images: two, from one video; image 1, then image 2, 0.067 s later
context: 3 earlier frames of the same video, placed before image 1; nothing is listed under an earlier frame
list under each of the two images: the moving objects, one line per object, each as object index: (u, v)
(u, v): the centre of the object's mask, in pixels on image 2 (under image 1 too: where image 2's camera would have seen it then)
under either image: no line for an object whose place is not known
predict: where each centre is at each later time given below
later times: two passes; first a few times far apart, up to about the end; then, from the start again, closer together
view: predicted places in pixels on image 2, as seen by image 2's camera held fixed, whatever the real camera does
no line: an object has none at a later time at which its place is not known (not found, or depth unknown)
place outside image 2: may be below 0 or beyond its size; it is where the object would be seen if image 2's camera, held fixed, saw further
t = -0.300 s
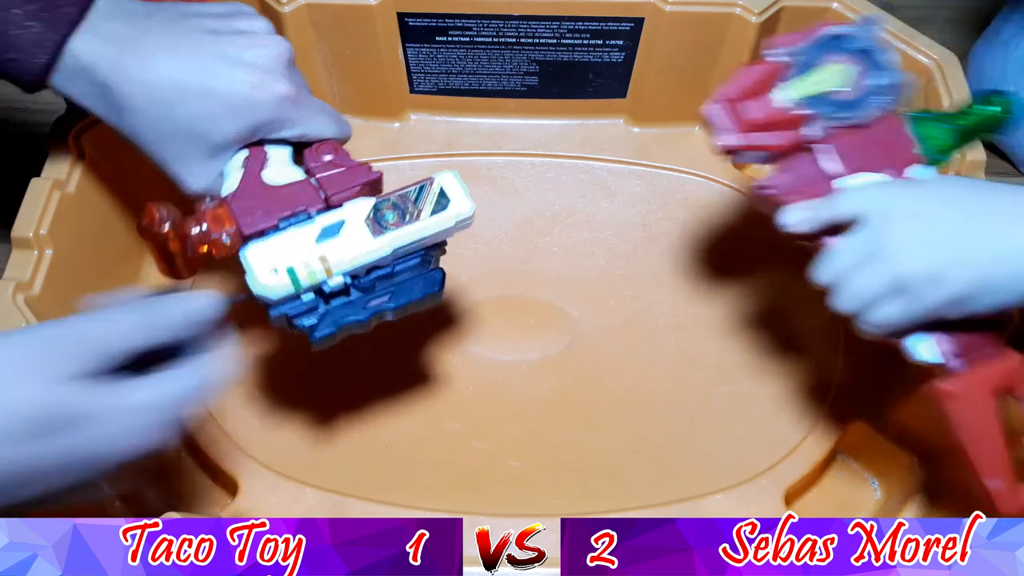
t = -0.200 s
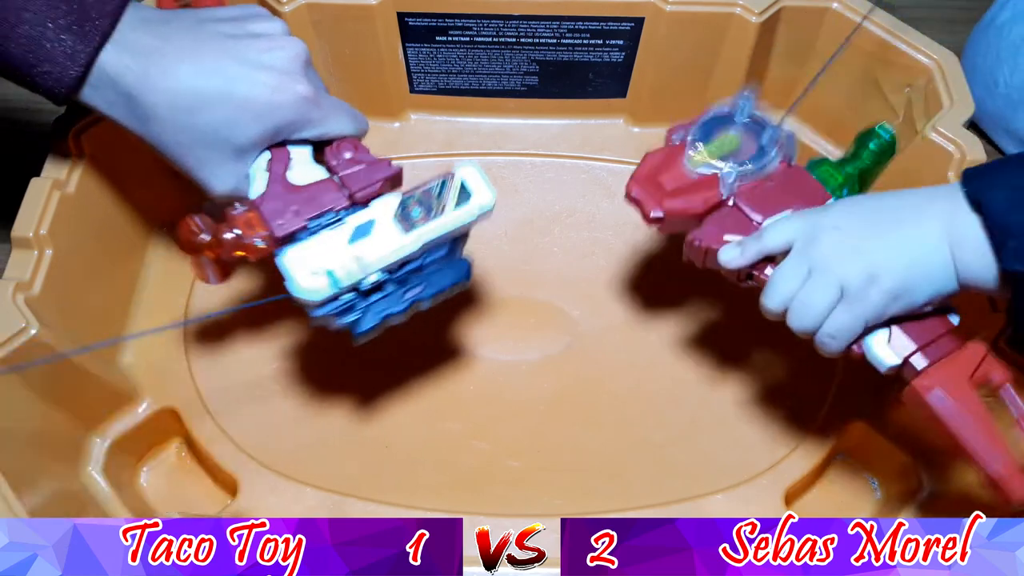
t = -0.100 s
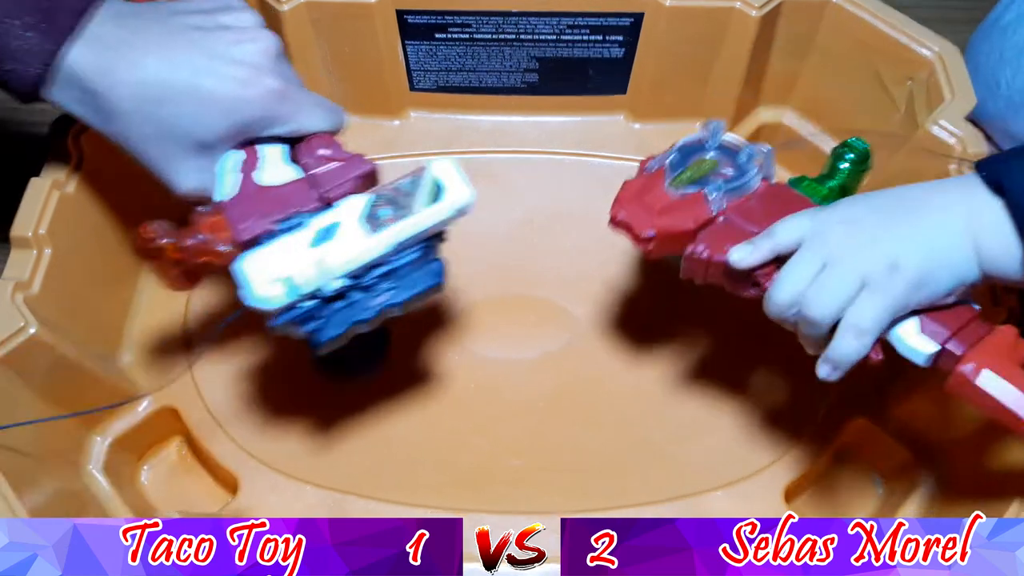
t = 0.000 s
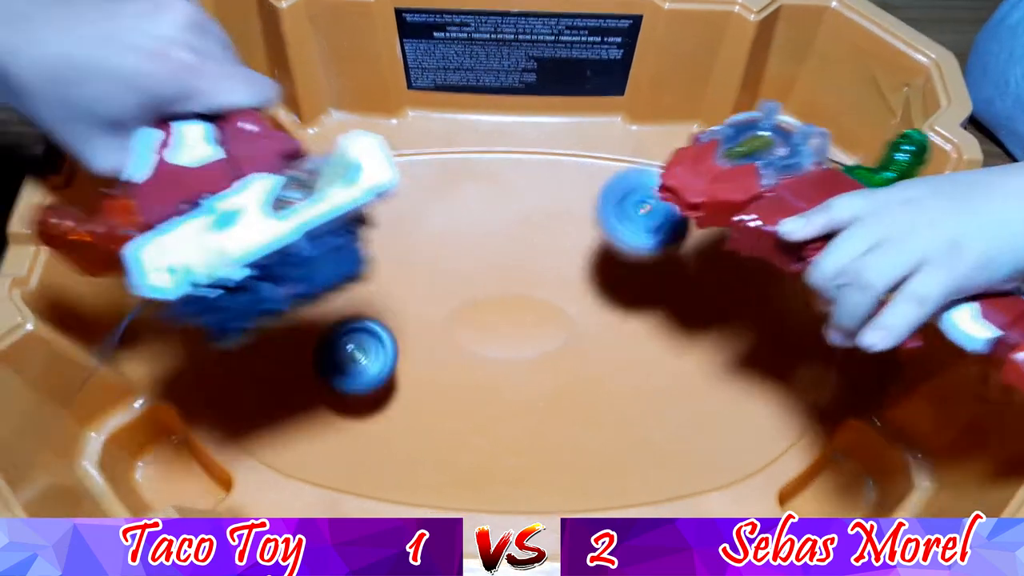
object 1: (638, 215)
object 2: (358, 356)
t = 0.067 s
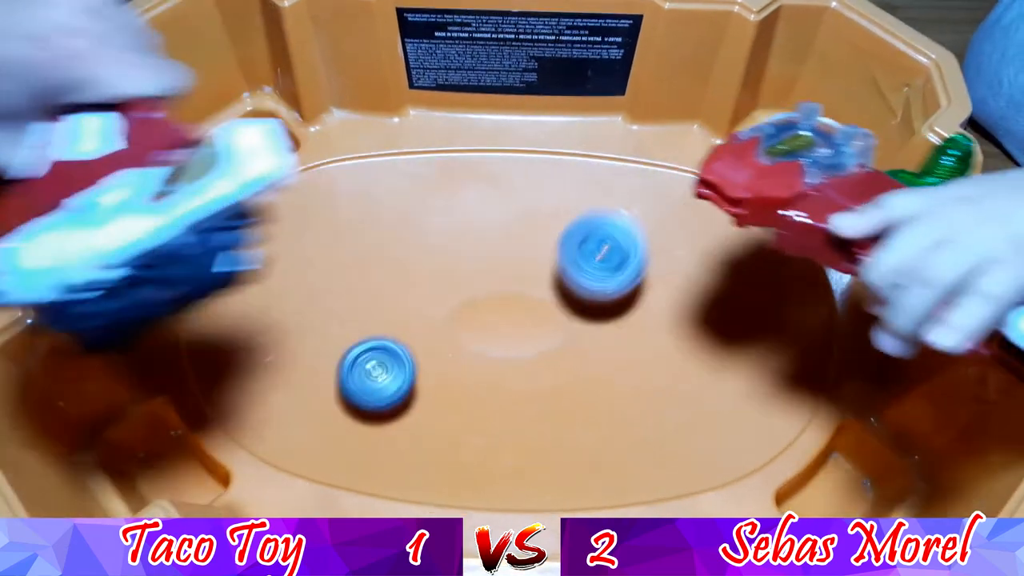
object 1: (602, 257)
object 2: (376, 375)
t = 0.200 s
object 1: (523, 267)
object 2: (449, 370)
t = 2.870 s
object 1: (646, 164)
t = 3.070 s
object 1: (517, 169)
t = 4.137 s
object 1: (668, 178)
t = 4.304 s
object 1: (581, 150)
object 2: (447, 335)
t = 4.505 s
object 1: (433, 215)
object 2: (455, 314)
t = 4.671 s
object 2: (439, 304)
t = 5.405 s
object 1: (684, 206)
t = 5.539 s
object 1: (621, 165)
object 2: (456, 288)
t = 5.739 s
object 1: (473, 197)
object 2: (467, 281)
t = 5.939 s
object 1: (339, 206)
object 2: (497, 370)
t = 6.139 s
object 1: (320, 310)
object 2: (554, 389)
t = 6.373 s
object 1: (500, 388)
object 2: (611, 375)
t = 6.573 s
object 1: (534, 351)
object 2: (753, 317)
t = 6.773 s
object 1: (546, 299)
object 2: (749, 269)
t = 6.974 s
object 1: (545, 263)
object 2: (678, 253)
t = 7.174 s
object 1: (502, 239)
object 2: (599, 262)
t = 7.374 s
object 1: (439, 254)
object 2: (540, 292)
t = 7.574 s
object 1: (446, 300)
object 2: (532, 315)
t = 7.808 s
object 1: (404, 306)
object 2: (621, 349)
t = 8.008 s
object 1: (455, 324)
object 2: (604, 329)
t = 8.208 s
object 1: (490, 304)
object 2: (577, 311)
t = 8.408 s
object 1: (477, 266)
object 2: (571, 302)
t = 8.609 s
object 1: (473, 256)
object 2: (569, 298)
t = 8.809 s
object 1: (476, 269)
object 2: (563, 287)
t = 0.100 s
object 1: (583, 263)
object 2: (392, 370)
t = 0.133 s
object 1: (564, 258)
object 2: (411, 374)
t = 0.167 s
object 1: (544, 256)
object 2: (431, 373)
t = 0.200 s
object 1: (523, 267)
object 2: (449, 370)
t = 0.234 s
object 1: (505, 268)
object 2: (469, 366)
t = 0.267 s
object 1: (489, 263)
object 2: (490, 362)
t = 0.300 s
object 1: (474, 266)
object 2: (508, 356)
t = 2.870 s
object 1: (646, 164)
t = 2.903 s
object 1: (629, 156)
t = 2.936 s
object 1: (609, 152)
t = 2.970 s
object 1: (588, 152)
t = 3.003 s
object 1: (565, 155)
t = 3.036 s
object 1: (542, 160)
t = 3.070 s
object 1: (517, 169)
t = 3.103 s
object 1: (491, 179)
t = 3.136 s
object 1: (465, 193)
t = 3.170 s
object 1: (438, 209)
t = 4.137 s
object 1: (668, 178)
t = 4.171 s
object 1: (655, 166)
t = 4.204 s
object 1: (639, 156)
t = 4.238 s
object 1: (621, 151)
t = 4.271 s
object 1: (602, 148)
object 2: (447, 337)
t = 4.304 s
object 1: (581, 150)
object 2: (447, 335)
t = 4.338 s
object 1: (558, 155)
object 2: (447, 330)
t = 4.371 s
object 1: (535, 163)
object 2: (449, 327)
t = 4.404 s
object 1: (511, 172)
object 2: (450, 325)
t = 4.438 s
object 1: (486, 184)
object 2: (452, 320)
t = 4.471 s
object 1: (459, 199)
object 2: (454, 316)
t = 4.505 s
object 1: (433, 215)
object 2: (455, 314)
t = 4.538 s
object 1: (409, 233)
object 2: (455, 313)
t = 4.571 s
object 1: (386, 253)
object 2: (452, 312)
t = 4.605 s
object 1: (367, 274)
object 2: (449, 309)
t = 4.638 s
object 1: (353, 295)
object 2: (443, 306)
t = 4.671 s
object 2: (439, 304)
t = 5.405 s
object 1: (684, 206)
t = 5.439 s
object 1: (673, 191)
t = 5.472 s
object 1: (658, 179)
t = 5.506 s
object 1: (641, 170)
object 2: (455, 290)
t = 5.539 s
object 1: (621, 165)
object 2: (456, 288)
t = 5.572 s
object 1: (599, 163)
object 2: (457, 288)
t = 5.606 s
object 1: (576, 165)
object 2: (459, 286)
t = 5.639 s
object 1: (551, 169)
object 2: (461, 285)
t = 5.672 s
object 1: (525, 176)
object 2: (462, 284)
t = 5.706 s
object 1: (500, 186)
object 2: (465, 283)
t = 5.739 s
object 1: (473, 197)
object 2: (467, 281)
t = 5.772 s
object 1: (448, 203)
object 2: (471, 288)
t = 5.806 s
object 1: (424, 199)
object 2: (475, 311)
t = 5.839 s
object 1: (400, 195)
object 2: (480, 331)
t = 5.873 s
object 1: (377, 195)
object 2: (485, 348)
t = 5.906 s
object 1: (357, 198)
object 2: (490, 361)
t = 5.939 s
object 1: (339, 206)
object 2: (497, 370)
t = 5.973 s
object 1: (325, 217)
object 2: (506, 377)
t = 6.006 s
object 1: (315, 232)
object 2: (515, 382)
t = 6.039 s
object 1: (308, 248)
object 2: (525, 384)
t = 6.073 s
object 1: (307, 268)
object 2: (535, 385)
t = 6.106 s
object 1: (311, 289)
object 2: (545, 388)
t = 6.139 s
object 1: (320, 310)
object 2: (554, 389)
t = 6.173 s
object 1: (334, 330)
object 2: (564, 387)
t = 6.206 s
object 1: (354, 349)
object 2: (573, 386)
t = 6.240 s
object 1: (378, 366)
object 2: (582, 385)
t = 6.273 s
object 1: (406, 377)
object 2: (590, 383)
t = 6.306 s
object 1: (435, 385)
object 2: (599, 380)
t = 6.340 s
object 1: (467, 389)
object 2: (606, 378)
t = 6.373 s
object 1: (500, 388)
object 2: (611, 375)
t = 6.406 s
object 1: (528, 383)
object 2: (617, 371)
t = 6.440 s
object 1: (529, 378)
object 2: (655, 362)
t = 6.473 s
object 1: (529, 375)
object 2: (689, 351)
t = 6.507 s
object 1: (529, 367)
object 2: (717, 340)
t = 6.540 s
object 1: (531, 359)
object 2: (738, 328)
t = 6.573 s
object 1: (534, 351)
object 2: (753, 317)
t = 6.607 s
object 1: (538, 342)
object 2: (762, 308)
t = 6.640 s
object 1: (541, 332)
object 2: (765, 298)
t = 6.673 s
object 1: (544, 322)
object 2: (765, 290)
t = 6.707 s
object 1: (545, 313)
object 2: (762, 282)
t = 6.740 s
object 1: (546, 306)
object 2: (756, 276)
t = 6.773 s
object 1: (546, 299)
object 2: (749, 269)
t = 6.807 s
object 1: (545, 292)
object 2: (739, 264)
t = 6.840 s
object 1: (545, 287)
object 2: (729, 260)
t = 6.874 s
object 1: (545, 280)
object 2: (717, 258)
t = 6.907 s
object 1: (546, 274)
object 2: (705, 255)
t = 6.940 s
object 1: (546, 268)
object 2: (692, 254)
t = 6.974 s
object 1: (545, 263)
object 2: (678, 253)
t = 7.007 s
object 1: (542, 258)
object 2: (664, 253)
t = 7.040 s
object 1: (536, 253)
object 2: (650, 253)
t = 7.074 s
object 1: (529, 249)
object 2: (637, 255)
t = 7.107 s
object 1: (521, 245)
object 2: (623, 257)
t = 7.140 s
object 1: (511, 241)
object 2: (611, 259)
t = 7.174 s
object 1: (502, 239)
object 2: (599, 262)
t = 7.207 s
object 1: (491, 239)
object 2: (586, 266)
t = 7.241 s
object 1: (478, 239)
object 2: (575, 270)
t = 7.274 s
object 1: (466, 240)
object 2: (564, 275)
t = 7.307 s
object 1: (455, 242)
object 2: (554, 281)
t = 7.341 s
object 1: (446, 247)
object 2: (546, 287)
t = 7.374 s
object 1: (439, 254)
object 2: (540, 292)
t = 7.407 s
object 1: (434, 262)
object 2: (535, 296)
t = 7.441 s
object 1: (432, 271)
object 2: (532, 300)
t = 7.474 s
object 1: (433, 279)
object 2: (531, 303)
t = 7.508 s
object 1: (436, 287)
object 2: (532, 308)
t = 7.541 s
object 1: (441, 295)
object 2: (532, 312)
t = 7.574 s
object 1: (446, 300)
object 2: (532, 315)
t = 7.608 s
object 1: (438, 297)
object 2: (549, 324)
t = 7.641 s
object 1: (426, 297)
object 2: (571, 333)
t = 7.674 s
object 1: (415, 295)
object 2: (589, 341)
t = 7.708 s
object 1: (408, 295)
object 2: (603, 346)
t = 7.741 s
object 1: (405, 297)
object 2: (613, 350)
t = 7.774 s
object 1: (404, 301)
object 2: (619, 350)
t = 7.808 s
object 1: (404, 306)
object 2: (621, 349)
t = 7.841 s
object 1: (407, 312)
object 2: (620, 346)
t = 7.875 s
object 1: (413, 319)
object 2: (619, 343)
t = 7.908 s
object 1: (420, 324)
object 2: (616, 339)
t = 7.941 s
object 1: (432, 326)
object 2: (613, 336)
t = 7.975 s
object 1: (445, 326)
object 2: (608, 332)
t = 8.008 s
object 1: (455, 324)
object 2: (604, 329)
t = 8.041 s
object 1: (466, 322)
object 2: (599, 326)
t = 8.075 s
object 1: (474, 319)
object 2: (595, 323)
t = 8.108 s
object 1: (480, 317)
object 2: (590, 319)
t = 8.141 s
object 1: (485, 314)
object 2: (586, 317)
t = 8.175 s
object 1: (488, 309)
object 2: (581, 314)
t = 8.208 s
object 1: (490, 304)
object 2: (577, 311)
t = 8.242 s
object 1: (488, 298)
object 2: (576, 308)
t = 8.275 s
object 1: (484, 290)
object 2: (577, 308)
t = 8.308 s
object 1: (482, 284)
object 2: (576, 306)
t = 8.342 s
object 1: (479, 277)
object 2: (574, 304)
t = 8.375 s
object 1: (477, 272)
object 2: (572, 303)
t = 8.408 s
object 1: (477, 266)
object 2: (571, 302)
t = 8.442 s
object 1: (476, 263)
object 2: (570, 300)
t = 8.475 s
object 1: (475, 259)
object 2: (570, 300)
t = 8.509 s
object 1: (474, 258)
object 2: (570, 300)
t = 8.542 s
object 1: (473, 256)
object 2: (570, 299)
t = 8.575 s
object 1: (473, 256)
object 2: (570, 299)
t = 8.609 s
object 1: (473, 256)
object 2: (569, 298)
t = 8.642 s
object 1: (472, 257)
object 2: (568, 297)
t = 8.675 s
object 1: (472, 259)
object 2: (568, 295)
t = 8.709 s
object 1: (473, 261)
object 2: (567, 293)
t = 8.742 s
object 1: (473, 264)
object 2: (566, 291)
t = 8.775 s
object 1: (475, 266)
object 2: (564, 289)
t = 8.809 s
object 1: (476, 269)
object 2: (563, 287)
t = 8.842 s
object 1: (477, 271)
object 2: (561, 286)
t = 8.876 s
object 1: (474, 272)
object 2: (565, 285)
